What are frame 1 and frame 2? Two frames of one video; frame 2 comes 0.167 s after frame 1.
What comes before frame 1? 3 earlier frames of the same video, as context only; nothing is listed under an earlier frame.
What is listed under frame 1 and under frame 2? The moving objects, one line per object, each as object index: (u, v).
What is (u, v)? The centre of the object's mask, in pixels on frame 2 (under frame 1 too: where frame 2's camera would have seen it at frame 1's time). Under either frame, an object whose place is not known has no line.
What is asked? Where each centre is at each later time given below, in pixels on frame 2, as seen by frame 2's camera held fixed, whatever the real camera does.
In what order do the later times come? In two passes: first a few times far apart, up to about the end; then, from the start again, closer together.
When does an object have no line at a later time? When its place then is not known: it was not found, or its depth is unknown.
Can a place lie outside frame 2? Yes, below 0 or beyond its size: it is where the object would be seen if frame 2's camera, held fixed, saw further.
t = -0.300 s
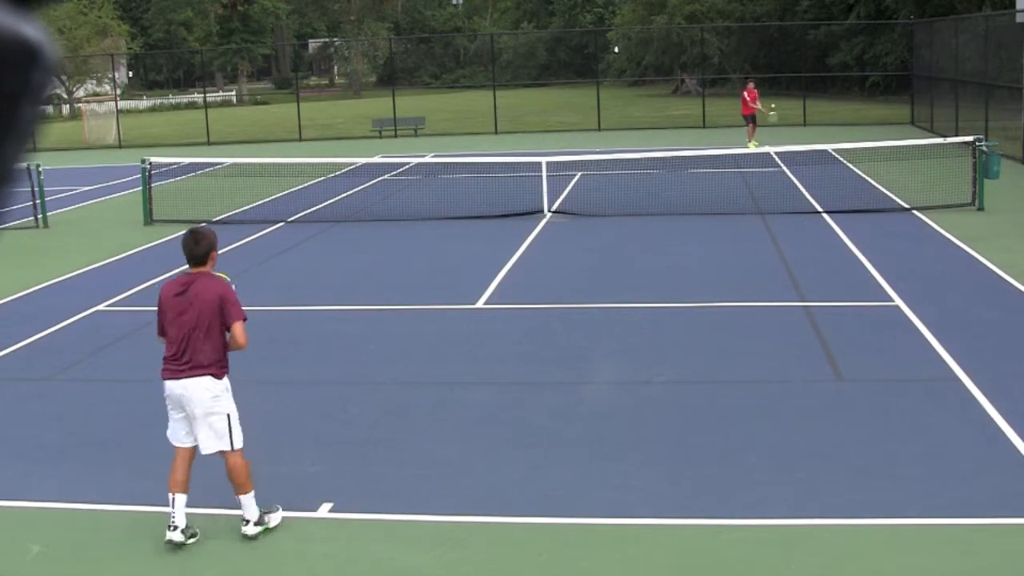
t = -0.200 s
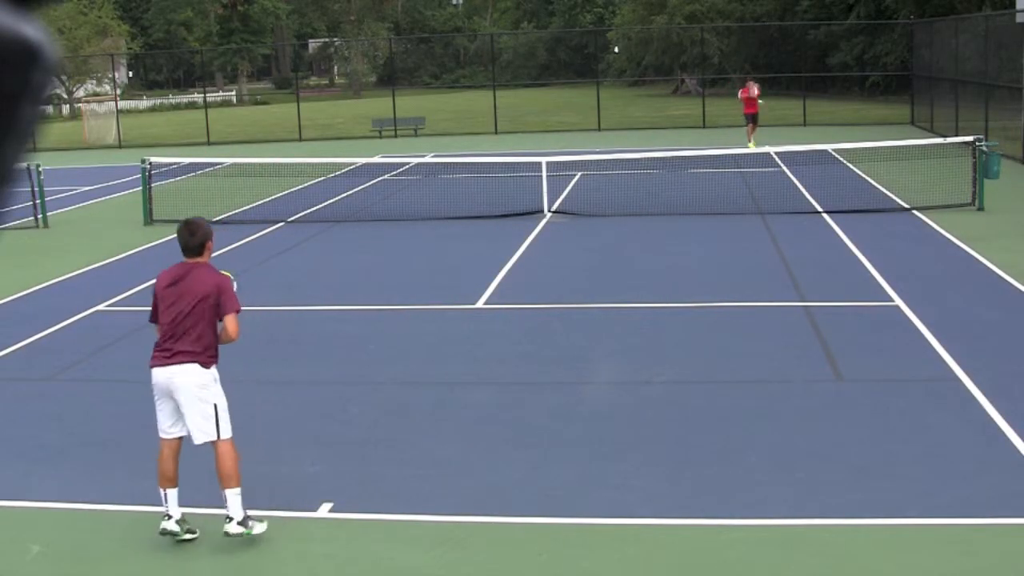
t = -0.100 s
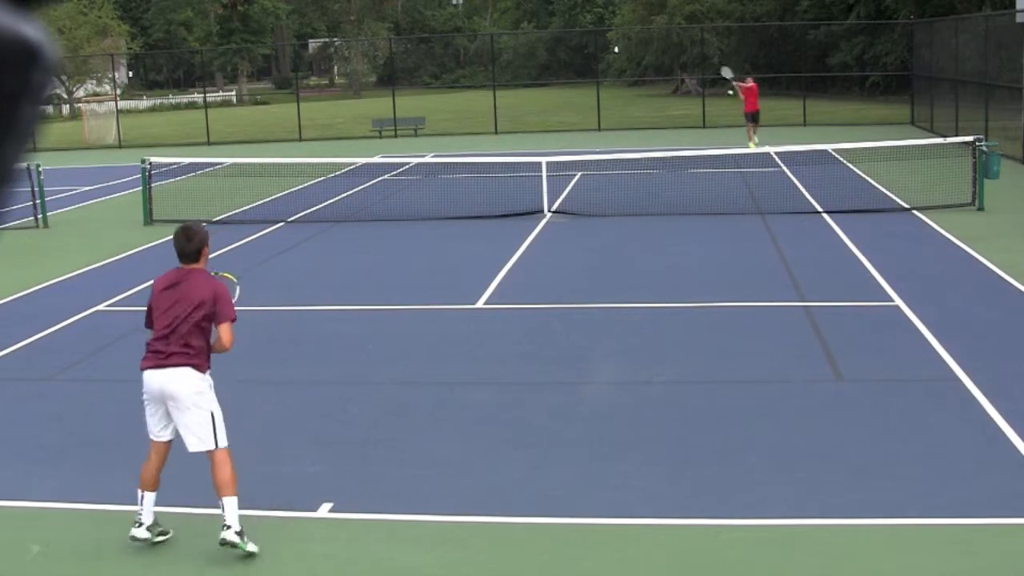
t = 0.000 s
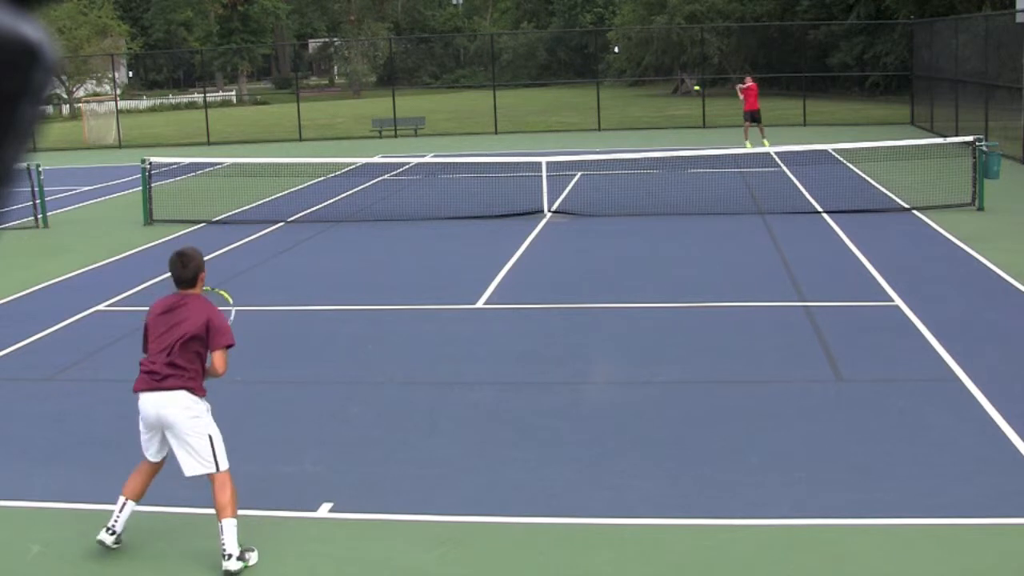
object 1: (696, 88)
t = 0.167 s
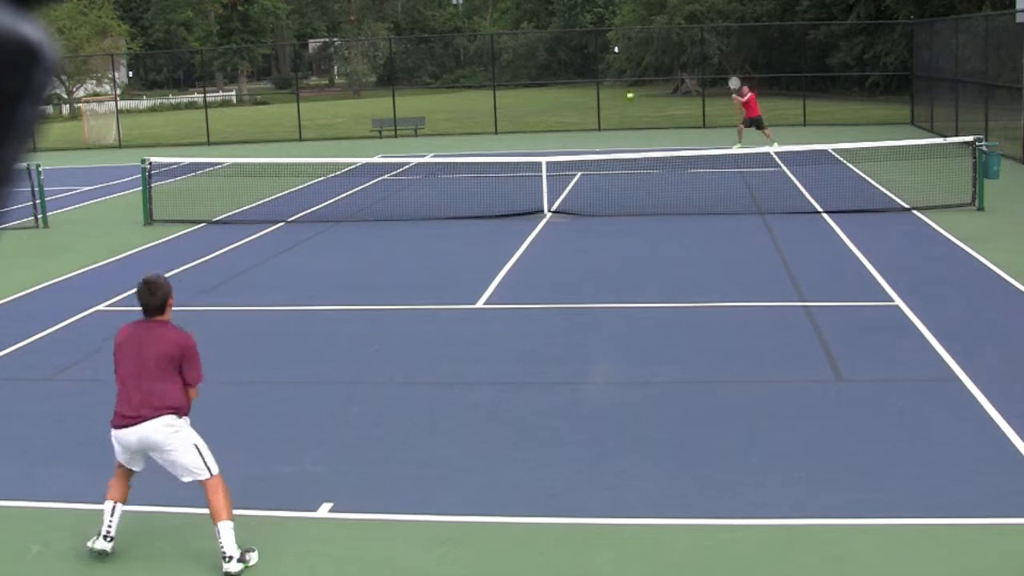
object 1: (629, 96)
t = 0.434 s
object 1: (481, 167)
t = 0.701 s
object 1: (257, 323)
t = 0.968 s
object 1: (13, 285)
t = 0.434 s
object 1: (481, 167)
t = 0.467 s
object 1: (457, 182)
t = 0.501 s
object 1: (432, 201)
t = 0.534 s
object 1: (406, 222)
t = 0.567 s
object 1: (377, 246)
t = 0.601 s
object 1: (347, 272)
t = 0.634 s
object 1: (315, 301)
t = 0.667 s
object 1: (282, 333)
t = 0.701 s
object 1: (257, 323)
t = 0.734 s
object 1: (231, 314)
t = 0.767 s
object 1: (204, 305)
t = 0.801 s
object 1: (177, 300)
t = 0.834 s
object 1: (147, 294)
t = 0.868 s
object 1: (116, 289)
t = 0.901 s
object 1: (84, 286)
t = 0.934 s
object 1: (50, 285)
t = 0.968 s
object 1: (13, 285)
